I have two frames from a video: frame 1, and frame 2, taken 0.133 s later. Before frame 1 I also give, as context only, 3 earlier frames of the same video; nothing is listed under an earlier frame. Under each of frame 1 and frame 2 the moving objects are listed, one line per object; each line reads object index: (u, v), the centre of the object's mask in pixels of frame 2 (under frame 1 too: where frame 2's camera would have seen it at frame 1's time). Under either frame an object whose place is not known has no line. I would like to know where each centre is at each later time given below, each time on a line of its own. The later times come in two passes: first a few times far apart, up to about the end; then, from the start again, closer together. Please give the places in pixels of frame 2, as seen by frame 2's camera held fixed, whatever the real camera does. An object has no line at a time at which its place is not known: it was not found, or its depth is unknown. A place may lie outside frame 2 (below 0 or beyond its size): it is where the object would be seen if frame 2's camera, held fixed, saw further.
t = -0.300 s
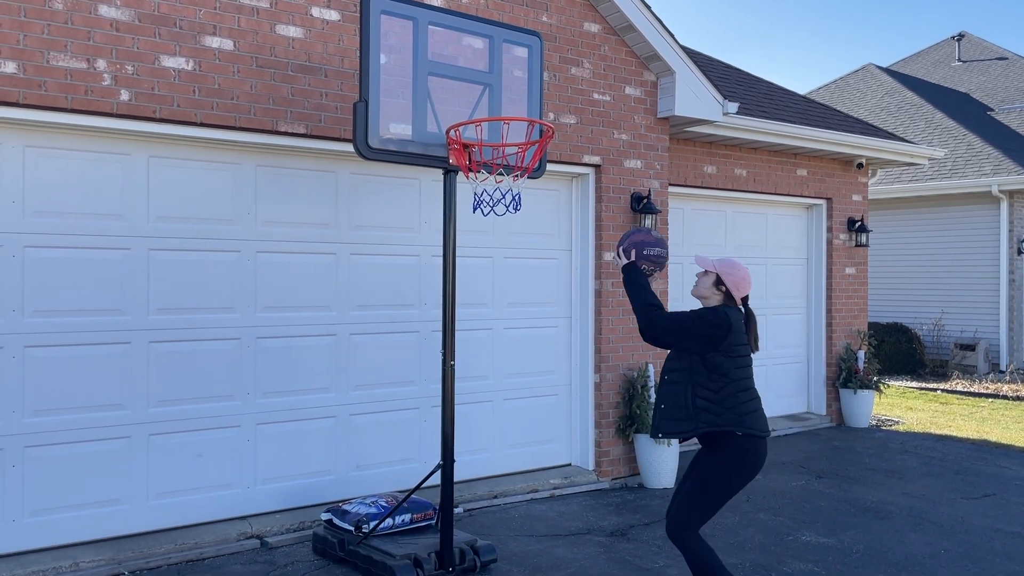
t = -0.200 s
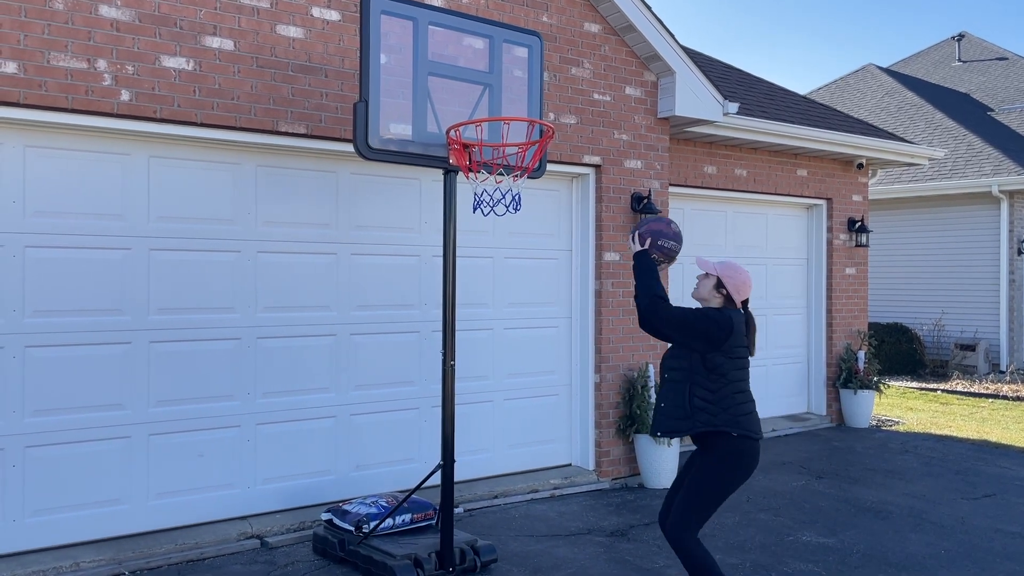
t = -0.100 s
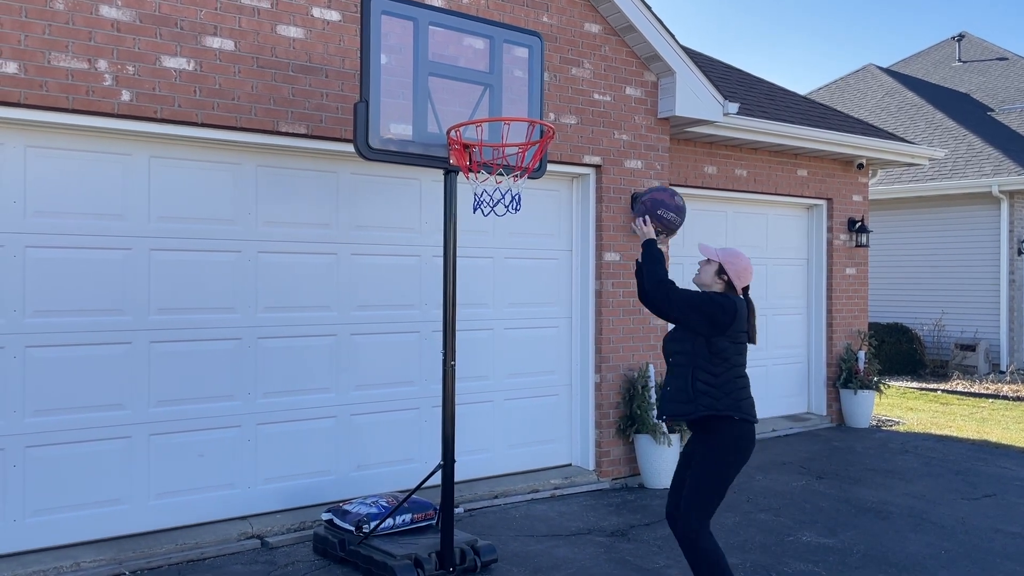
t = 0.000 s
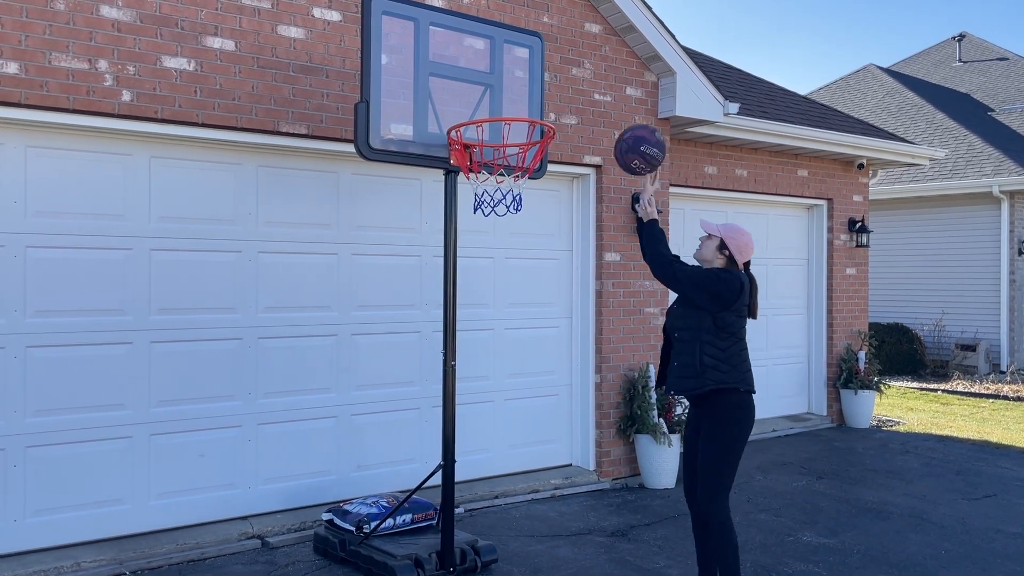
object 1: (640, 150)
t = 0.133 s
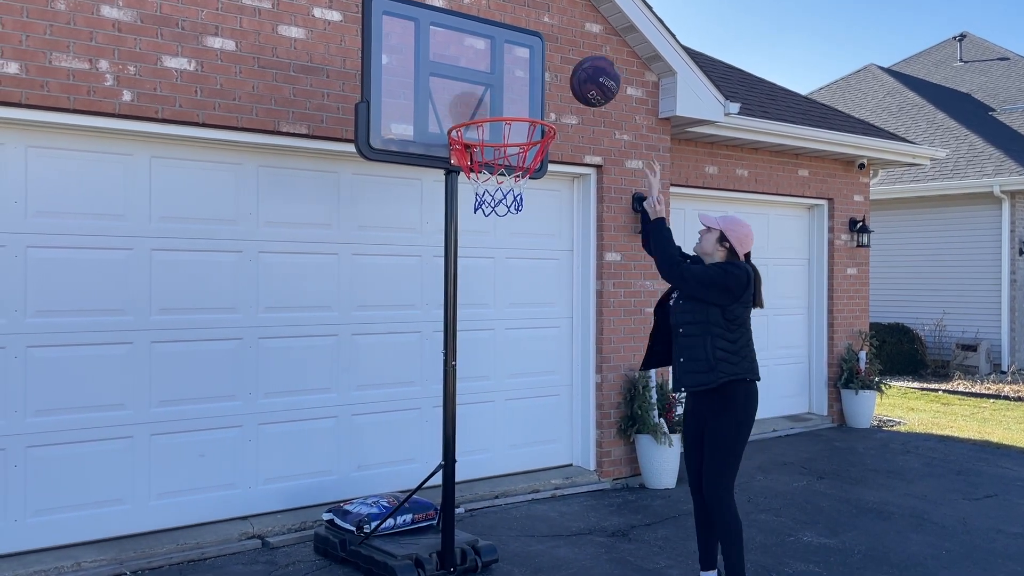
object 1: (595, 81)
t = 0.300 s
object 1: (540, 50)
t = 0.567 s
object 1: (504, 93)
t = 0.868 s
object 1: (519, 301)
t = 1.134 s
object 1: (532, 568)
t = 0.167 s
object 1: (584, 70)
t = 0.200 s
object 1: (572, 62)
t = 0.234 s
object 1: (562, 55)
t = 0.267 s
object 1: (551, 52)
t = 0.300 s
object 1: (540, 50)
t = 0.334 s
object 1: (529, 51)
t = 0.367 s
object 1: (518, 54)
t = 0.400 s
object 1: (508, 59)
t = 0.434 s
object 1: (498, 66)
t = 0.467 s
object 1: (500, 69)
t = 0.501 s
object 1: (501, 75)
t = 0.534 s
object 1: (503, 83)
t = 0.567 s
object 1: (504, 93)
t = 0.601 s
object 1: (506, 106)
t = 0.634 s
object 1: (508, 123)
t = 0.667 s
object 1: (509, 143)
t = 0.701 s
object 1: (510, 162)
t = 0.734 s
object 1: (512, 186)
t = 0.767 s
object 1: (514, 210)
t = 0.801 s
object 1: (516, 238)
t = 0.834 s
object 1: (517, 268)
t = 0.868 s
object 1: (519, 301)
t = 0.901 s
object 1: (520, 337)
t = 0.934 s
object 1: (521, 377)
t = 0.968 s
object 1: (523, 419)
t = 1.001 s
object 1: (524, 465)
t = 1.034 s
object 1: (525, 515)
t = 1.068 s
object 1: (526, 563)
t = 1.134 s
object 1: (532, 568)
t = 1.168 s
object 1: (536, 539)
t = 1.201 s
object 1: (540, 502)
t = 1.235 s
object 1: (545, 468)
